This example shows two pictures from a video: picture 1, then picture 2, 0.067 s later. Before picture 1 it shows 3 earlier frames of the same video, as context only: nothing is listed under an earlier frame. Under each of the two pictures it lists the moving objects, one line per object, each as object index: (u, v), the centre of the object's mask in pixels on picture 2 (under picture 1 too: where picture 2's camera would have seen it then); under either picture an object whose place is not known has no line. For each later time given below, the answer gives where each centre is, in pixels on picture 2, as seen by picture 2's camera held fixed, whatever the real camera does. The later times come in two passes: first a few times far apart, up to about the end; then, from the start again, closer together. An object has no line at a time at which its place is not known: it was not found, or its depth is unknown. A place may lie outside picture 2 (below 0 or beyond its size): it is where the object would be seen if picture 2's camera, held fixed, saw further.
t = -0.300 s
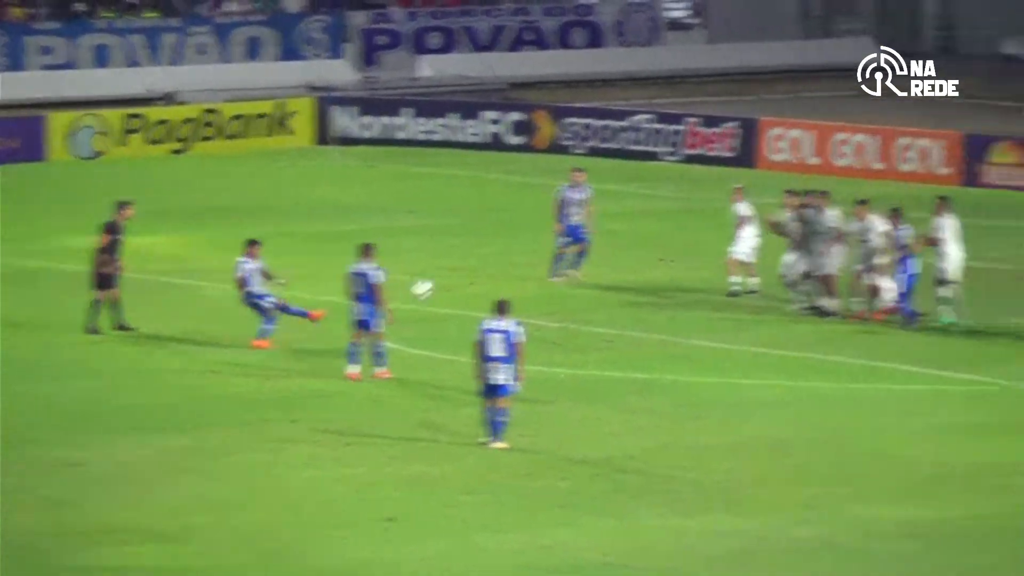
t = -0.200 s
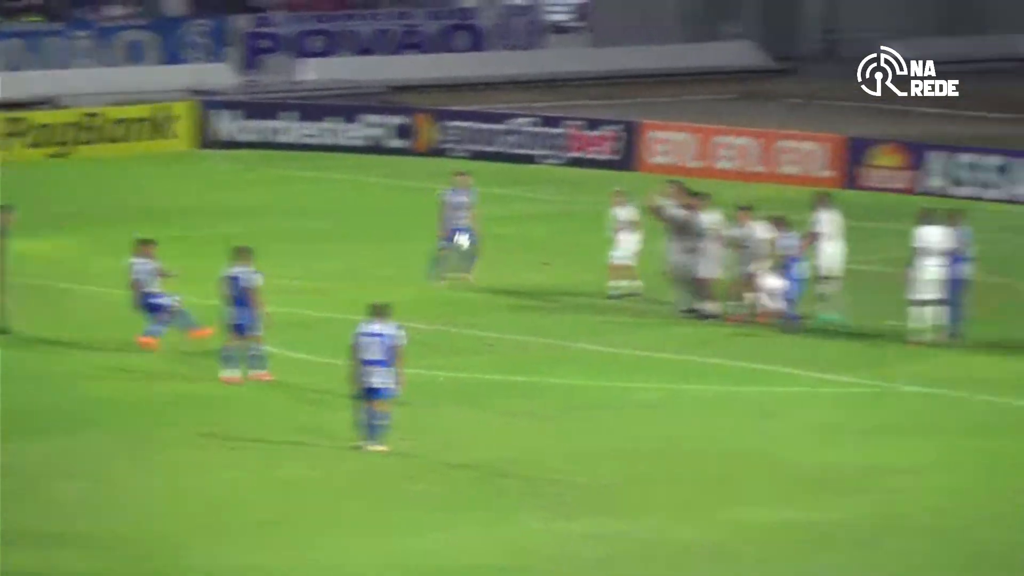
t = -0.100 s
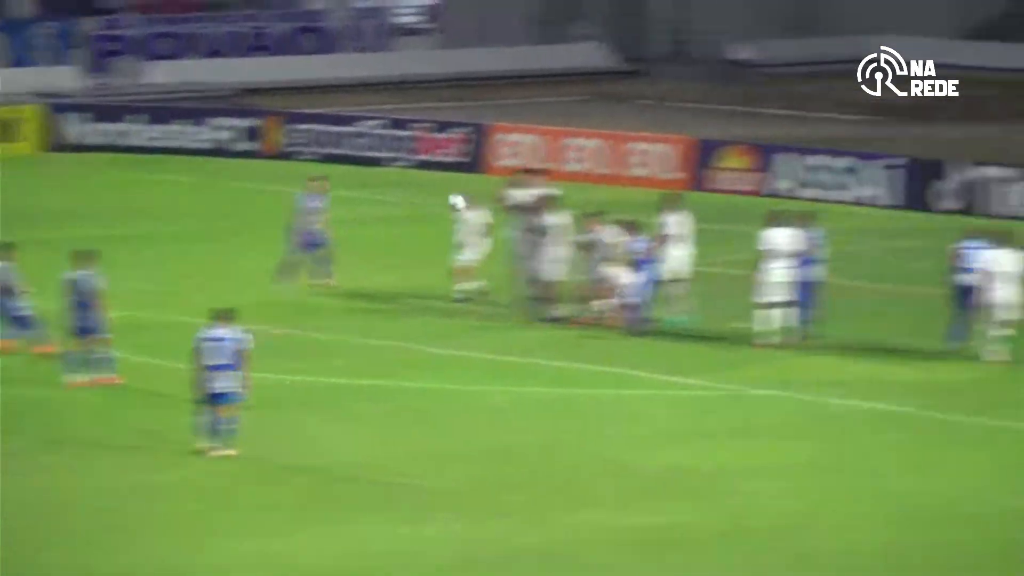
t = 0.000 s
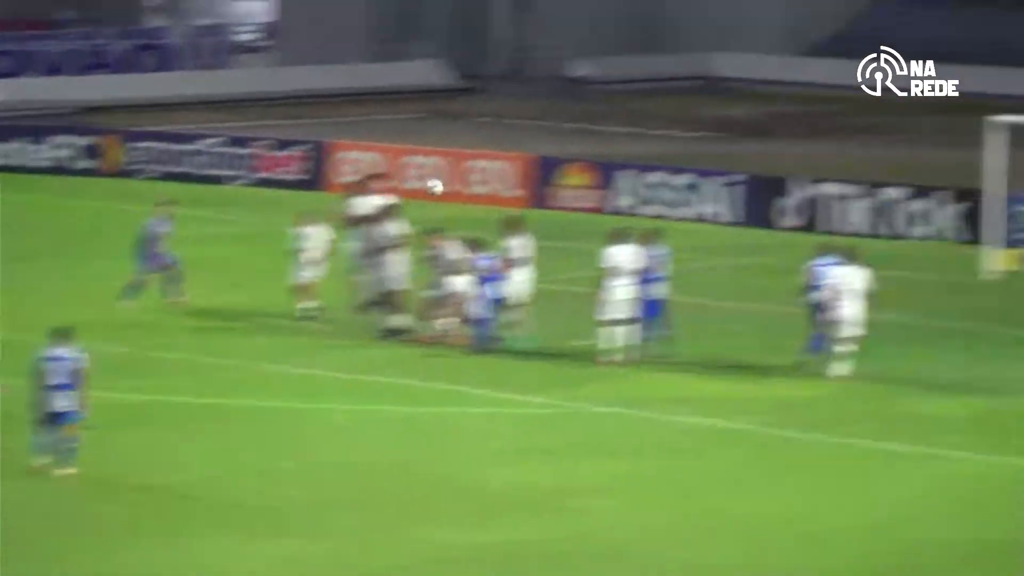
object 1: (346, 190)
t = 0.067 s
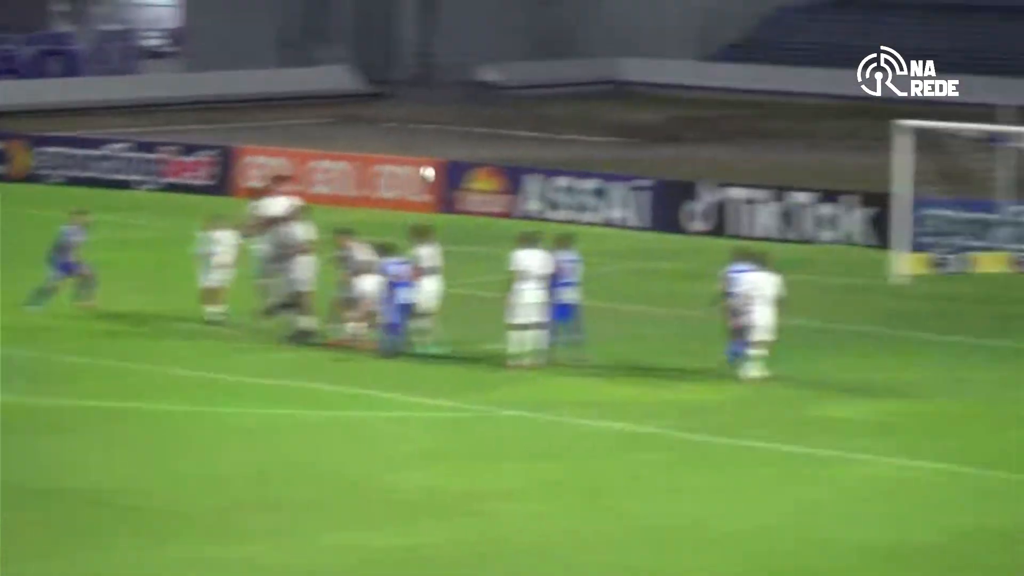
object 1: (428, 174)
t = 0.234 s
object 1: (616, 148)
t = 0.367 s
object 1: (746, 141)
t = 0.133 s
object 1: (506, 161)
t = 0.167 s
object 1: (545, 156)
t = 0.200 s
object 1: (581, 152)
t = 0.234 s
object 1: (616, 148)
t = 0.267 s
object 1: (650, 146)
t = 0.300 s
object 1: (684, 144)
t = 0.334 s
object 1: (715, 142)
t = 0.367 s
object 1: (746, 141)
